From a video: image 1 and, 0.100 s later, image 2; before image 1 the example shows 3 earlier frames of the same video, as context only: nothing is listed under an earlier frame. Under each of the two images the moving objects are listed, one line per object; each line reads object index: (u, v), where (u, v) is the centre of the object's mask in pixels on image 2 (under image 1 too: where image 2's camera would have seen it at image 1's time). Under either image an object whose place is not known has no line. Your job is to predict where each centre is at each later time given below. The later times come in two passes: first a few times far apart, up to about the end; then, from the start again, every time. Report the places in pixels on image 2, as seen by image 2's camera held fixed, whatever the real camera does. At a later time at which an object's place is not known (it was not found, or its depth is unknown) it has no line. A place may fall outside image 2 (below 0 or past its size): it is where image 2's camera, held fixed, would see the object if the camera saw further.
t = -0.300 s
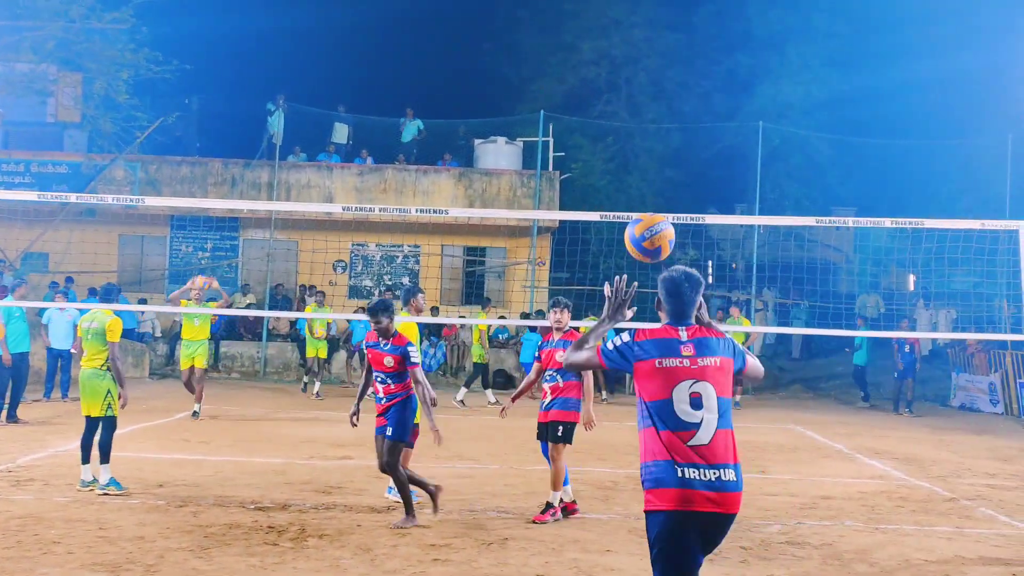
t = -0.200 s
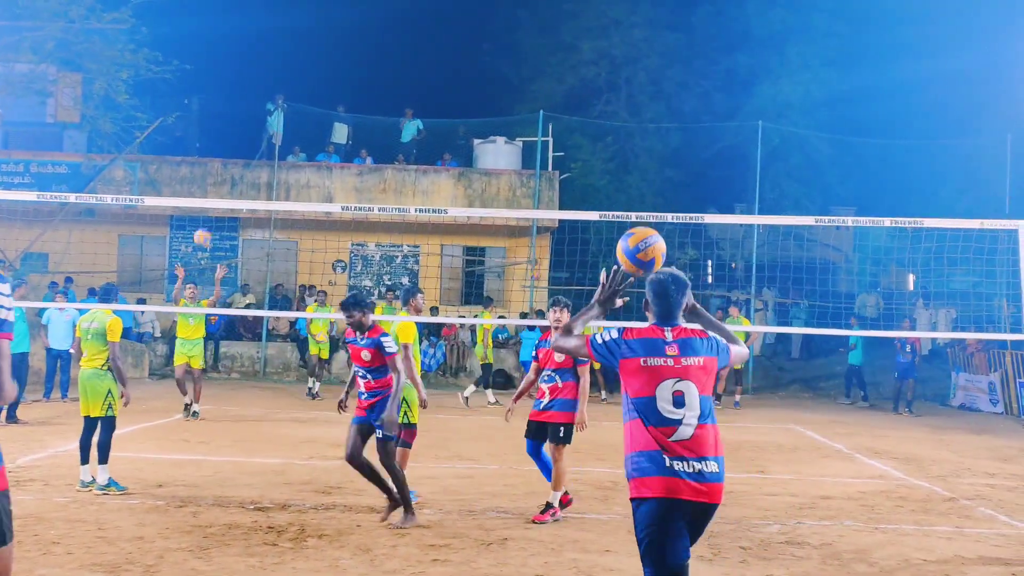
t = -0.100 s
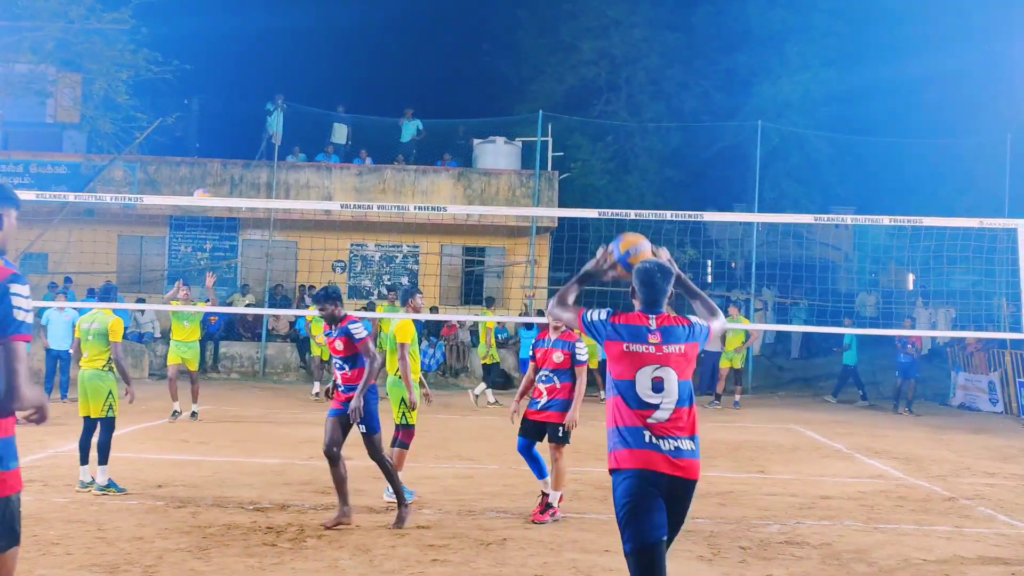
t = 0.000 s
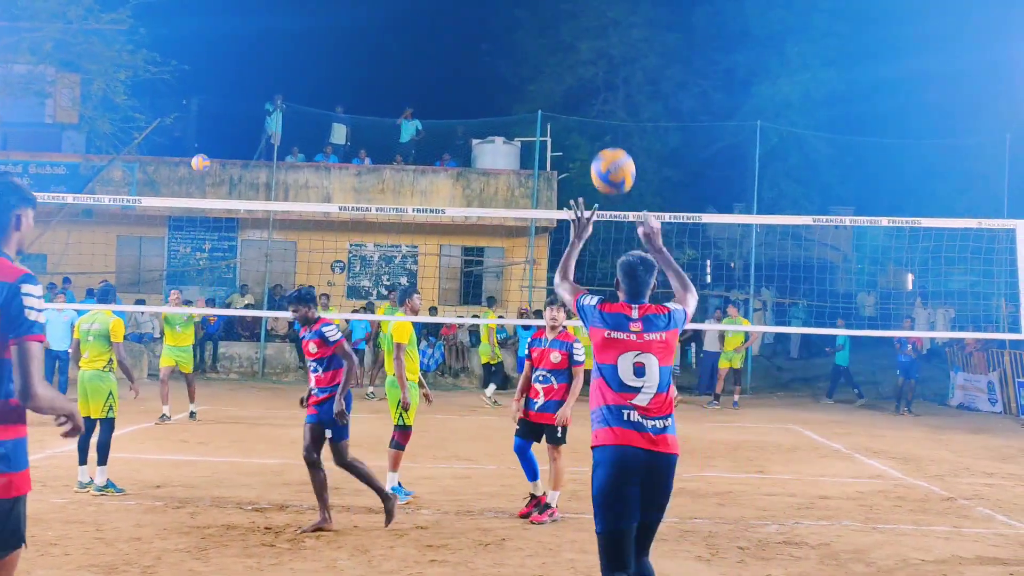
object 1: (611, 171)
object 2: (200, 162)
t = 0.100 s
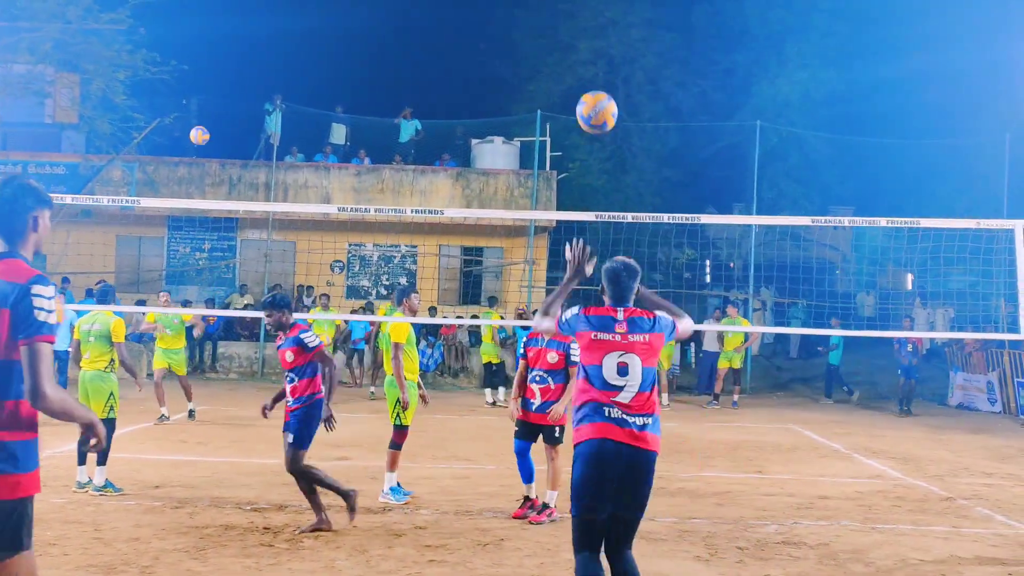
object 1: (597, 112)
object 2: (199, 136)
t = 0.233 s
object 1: (577, 73)
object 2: (198, 110)
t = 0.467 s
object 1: (550, 80)
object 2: (194, 102)
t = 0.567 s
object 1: (541, 106)
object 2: (192, 115)
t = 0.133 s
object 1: (592, 99)
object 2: (199, 128)
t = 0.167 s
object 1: (587, 88)
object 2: (199, 121)
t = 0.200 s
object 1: (582, 79)
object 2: (198, 115)
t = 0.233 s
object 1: (577, 73)
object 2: (198, 110)
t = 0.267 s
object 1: (573, 68)
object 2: (198, 106)
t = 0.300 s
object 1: (569, 66)
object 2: (197, 103)
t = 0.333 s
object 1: (565, 66)
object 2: (197, 101)
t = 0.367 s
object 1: (561, 67)
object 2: (196, 100)
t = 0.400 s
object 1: (557, 70)
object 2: (196, 99)
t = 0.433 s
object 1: (553, 74)
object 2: (195, 100)
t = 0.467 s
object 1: (550, 80)
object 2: (194, 102)
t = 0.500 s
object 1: (547, 88)
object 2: (193, 105)
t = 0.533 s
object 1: (544, 96)
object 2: (193, 109)
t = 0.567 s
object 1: (541, 106)
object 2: (192, 115)
